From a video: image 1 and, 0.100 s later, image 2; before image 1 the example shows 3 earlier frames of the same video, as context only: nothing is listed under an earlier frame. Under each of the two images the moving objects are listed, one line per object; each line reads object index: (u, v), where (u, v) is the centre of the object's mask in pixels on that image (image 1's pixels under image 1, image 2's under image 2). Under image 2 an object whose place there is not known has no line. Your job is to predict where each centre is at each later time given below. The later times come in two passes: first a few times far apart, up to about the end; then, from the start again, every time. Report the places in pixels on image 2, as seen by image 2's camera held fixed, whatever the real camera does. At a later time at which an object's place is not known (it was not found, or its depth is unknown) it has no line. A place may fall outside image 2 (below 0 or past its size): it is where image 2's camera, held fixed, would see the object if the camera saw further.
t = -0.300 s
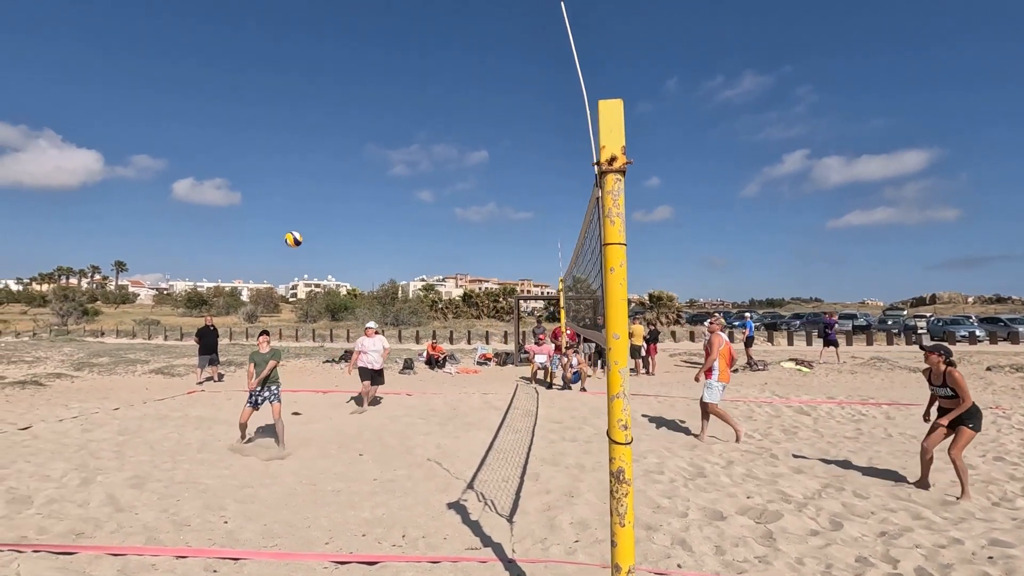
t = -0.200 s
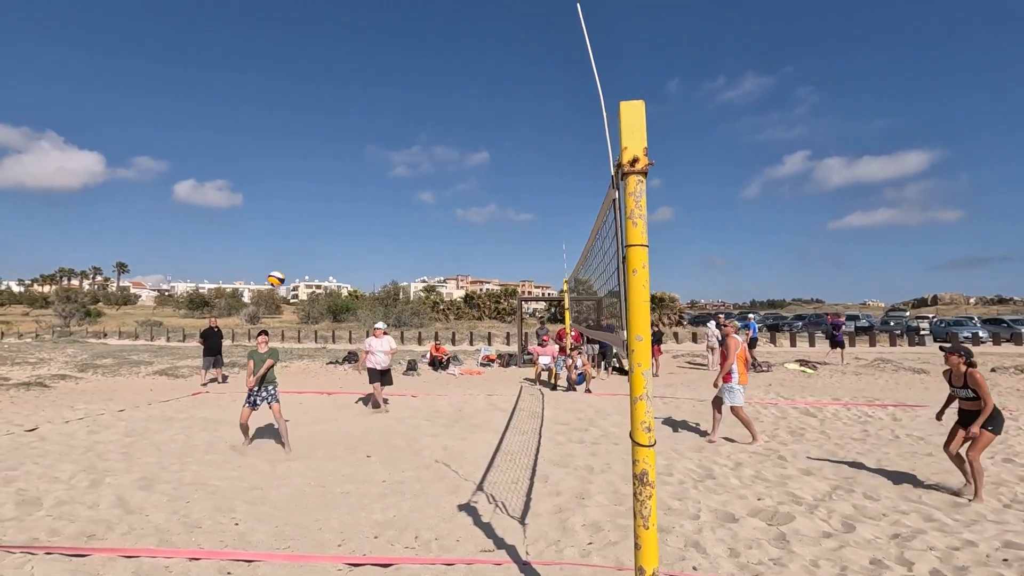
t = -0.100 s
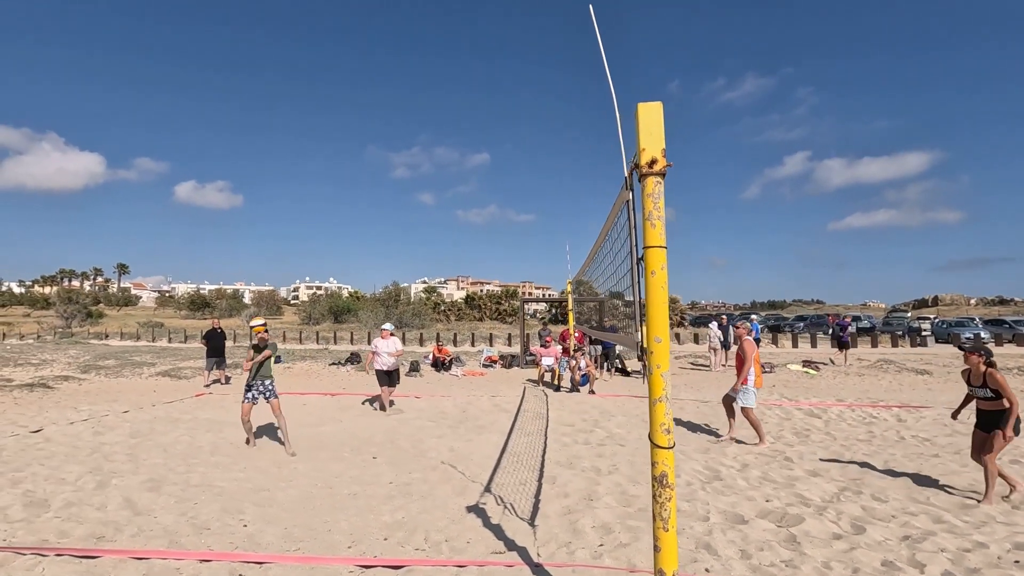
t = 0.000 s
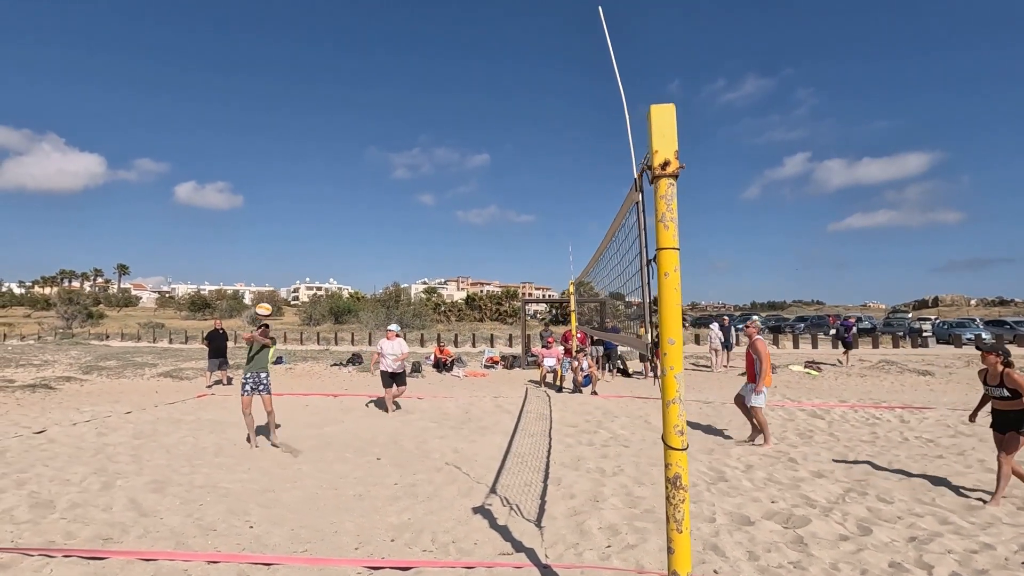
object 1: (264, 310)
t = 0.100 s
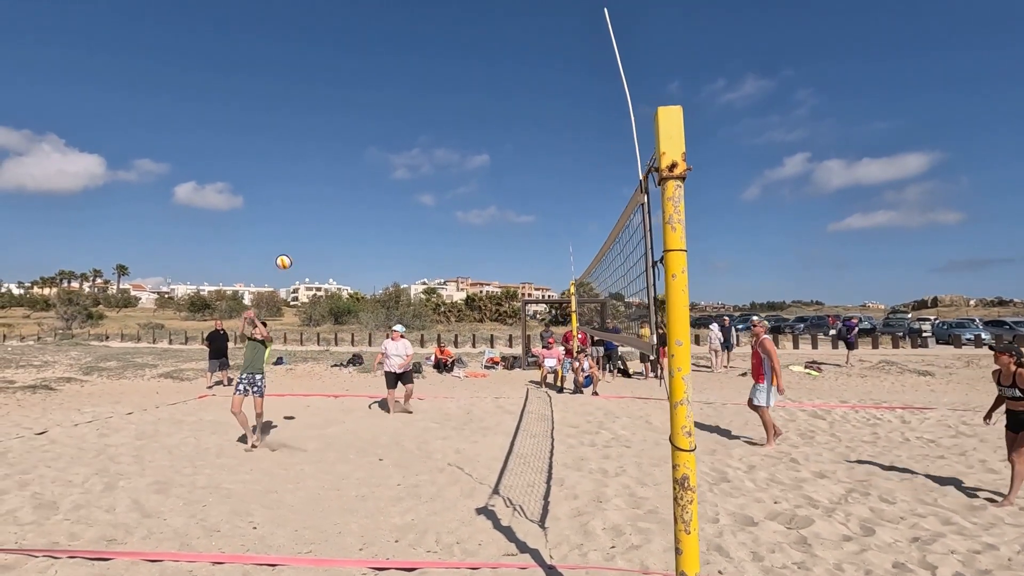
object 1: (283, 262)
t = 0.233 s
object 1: (307, 209)
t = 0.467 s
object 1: (345, 153)
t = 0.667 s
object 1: (377, 138)
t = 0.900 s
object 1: (414, 155)
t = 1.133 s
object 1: (449, 206)
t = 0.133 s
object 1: (290, 247)
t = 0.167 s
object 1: (296, 233)
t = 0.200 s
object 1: (302, 221)
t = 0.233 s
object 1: (307, 209)
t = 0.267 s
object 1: (313, 198)
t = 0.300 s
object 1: (318, 188)
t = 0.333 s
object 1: (324, 180)
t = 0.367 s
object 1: (329, 172)
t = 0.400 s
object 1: (334, 165)
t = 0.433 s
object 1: (340, 159)
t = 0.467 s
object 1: (345, 153)
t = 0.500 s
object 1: (350, 149)
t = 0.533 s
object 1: (355, 145)
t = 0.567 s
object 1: (361, 142)
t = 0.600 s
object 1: (366, 140)
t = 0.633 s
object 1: (371, 139)
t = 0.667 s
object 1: (377, 138)
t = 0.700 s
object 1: (382, 138)
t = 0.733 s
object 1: (387, 139)
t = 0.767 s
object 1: (392, 141)
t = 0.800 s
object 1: (398, 143)
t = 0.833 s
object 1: (403, 146)
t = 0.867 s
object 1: (408, 150)
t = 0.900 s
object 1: (414, 155)
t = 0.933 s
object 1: (419, 160)
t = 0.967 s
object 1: (424, 166)
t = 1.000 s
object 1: (429, 173)
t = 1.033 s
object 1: (434, 180)
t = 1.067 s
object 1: (439, 187)
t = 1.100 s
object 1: (444, 196)
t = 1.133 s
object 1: (449, 206)
